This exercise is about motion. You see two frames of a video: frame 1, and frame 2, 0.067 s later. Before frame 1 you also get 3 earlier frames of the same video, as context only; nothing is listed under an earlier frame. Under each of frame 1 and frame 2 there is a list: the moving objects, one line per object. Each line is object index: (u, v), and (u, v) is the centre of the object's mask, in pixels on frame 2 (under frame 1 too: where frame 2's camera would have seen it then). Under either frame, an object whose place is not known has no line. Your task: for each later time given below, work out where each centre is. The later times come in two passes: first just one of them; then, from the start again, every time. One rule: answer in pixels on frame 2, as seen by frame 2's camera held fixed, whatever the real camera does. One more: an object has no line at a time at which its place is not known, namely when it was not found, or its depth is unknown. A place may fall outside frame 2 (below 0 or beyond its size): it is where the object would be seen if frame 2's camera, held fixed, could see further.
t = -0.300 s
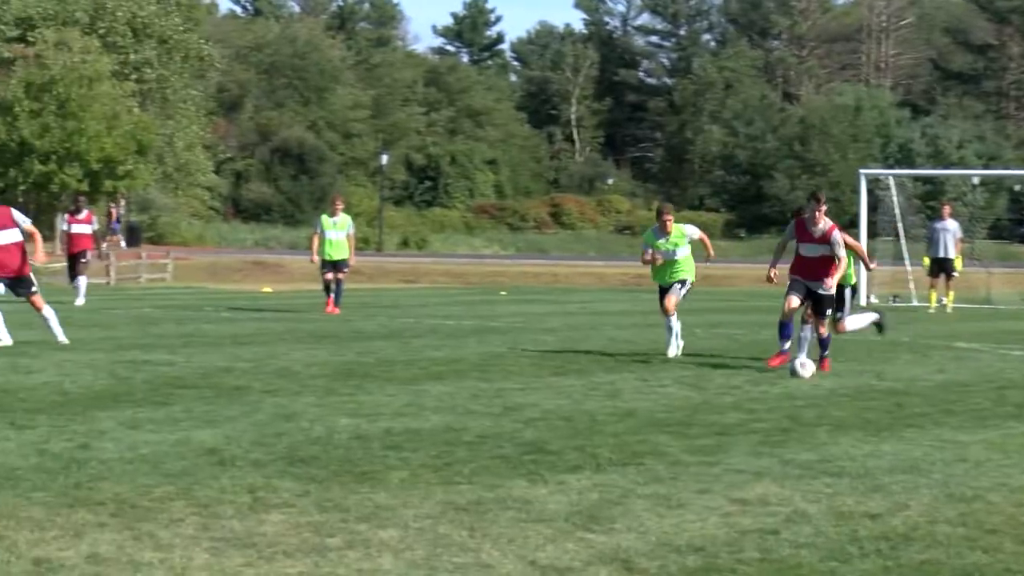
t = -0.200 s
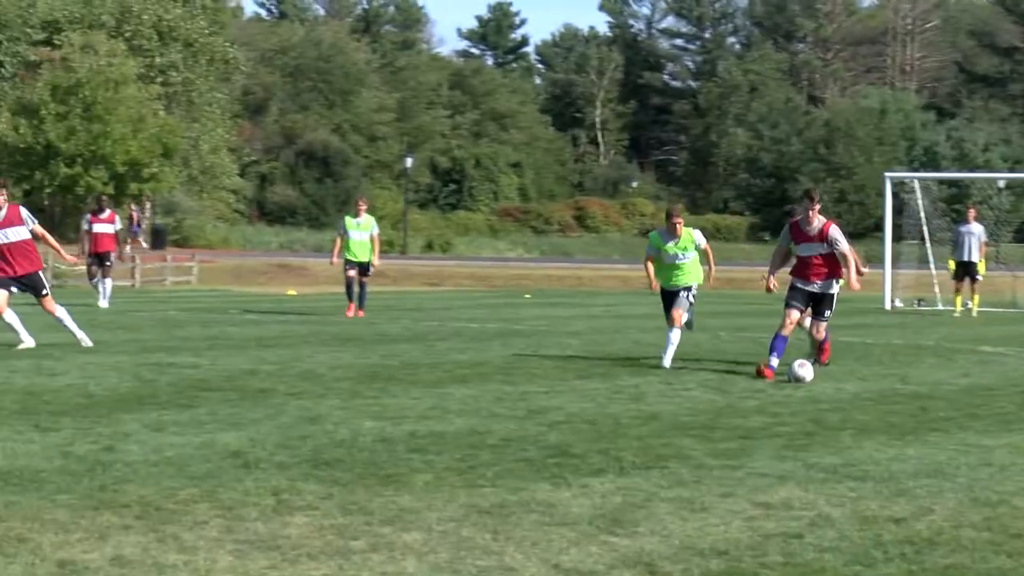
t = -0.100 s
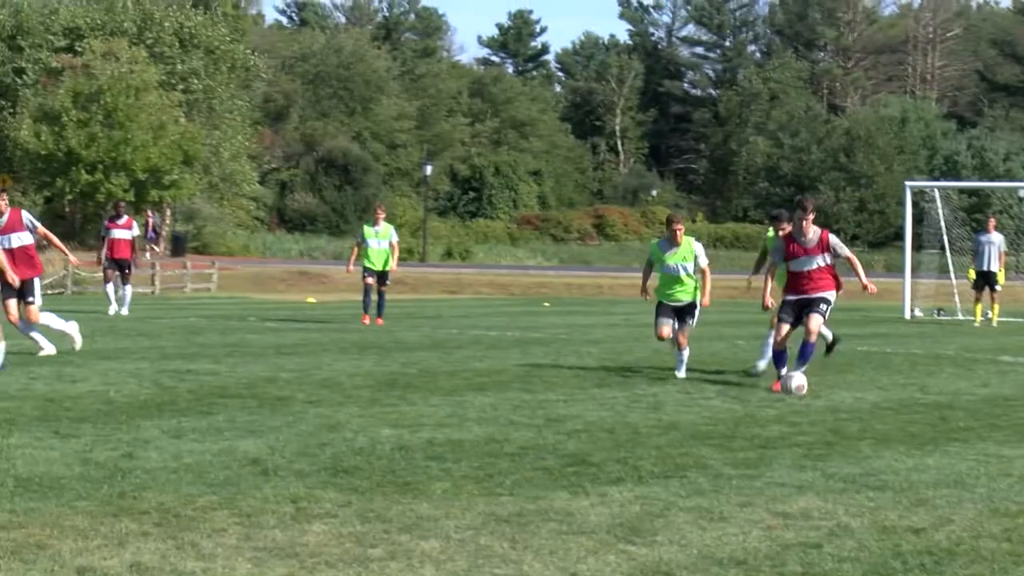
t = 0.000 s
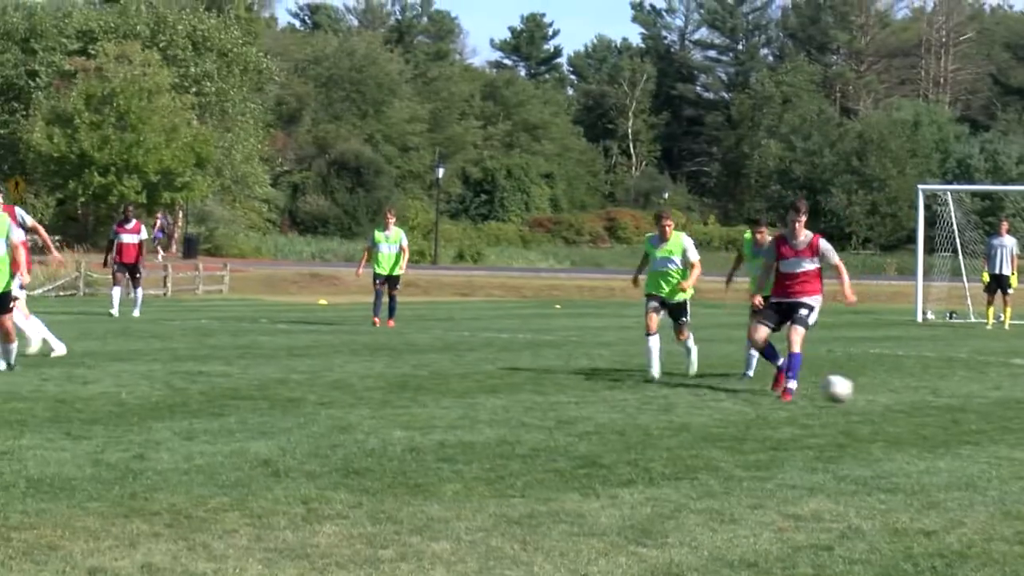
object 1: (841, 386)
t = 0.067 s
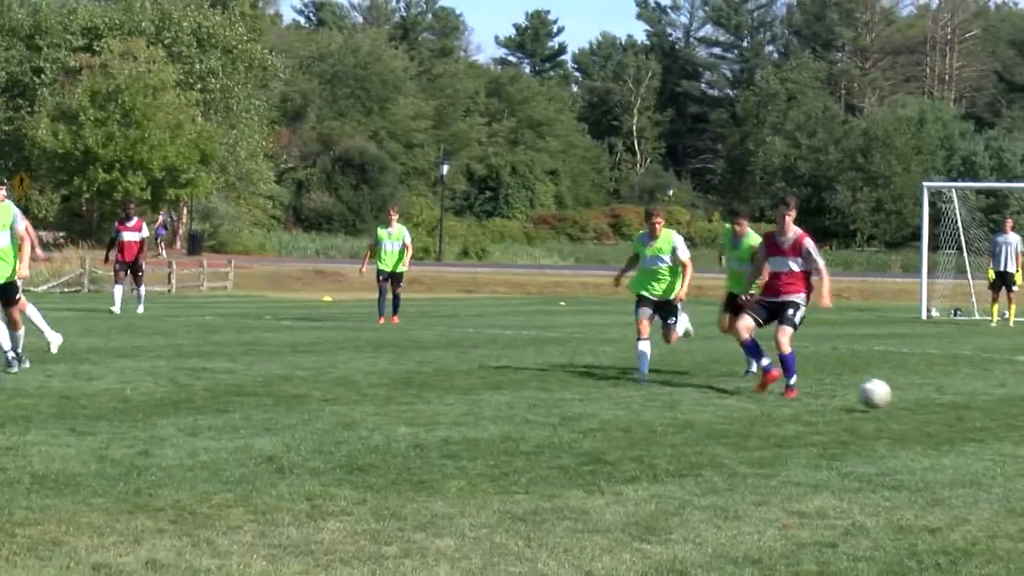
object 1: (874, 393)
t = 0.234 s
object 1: (964, 422)
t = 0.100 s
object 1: (894, 398)
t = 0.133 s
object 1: (913, 406)
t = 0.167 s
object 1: (931, 414)
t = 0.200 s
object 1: (948, 418)
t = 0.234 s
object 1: (964, 422)
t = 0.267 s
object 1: (981, 426)
